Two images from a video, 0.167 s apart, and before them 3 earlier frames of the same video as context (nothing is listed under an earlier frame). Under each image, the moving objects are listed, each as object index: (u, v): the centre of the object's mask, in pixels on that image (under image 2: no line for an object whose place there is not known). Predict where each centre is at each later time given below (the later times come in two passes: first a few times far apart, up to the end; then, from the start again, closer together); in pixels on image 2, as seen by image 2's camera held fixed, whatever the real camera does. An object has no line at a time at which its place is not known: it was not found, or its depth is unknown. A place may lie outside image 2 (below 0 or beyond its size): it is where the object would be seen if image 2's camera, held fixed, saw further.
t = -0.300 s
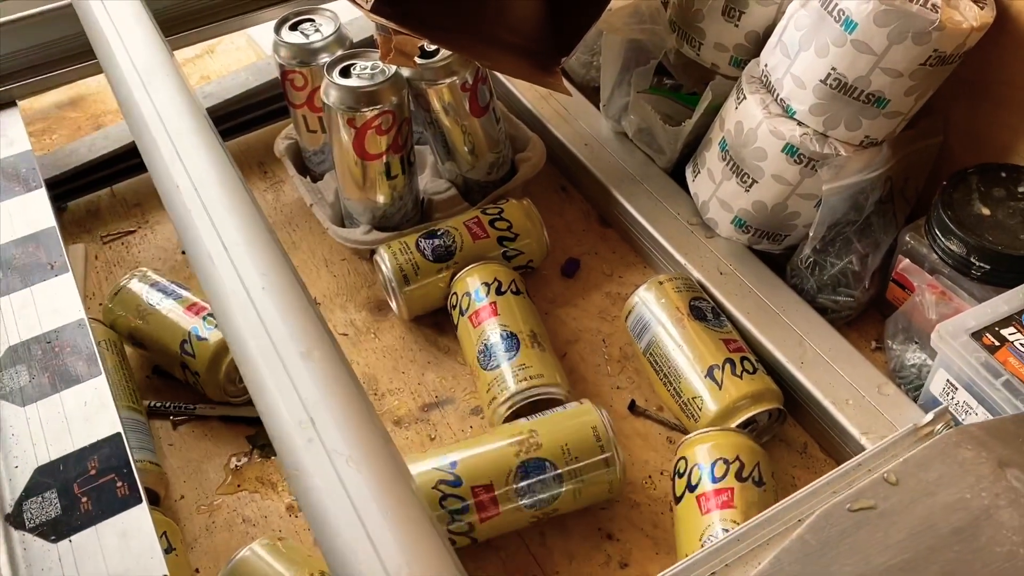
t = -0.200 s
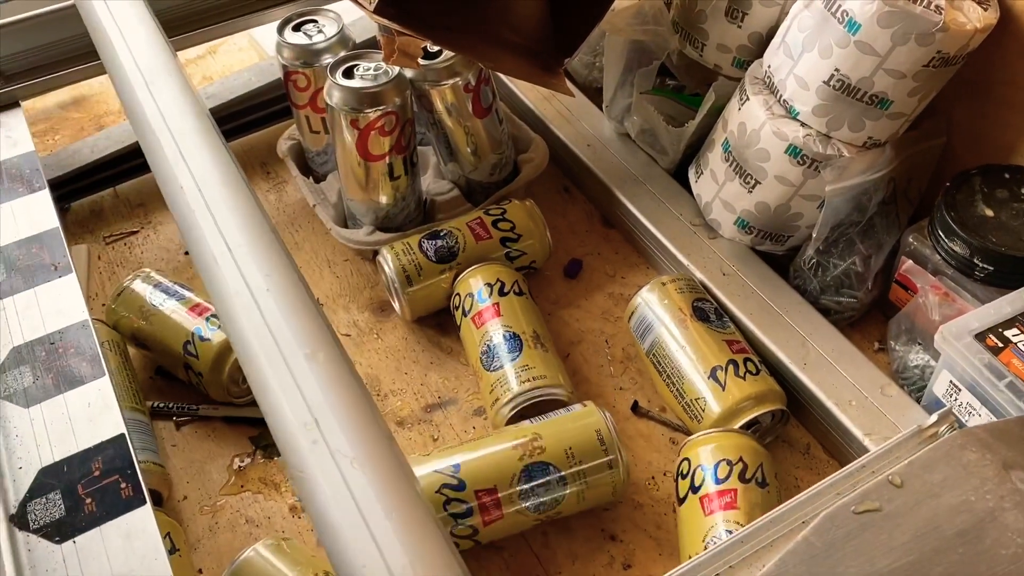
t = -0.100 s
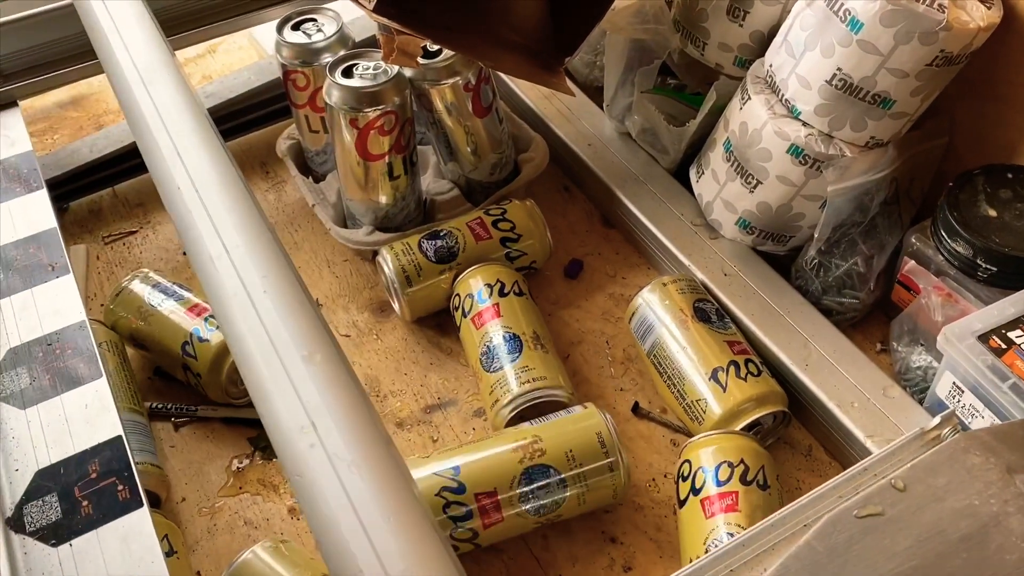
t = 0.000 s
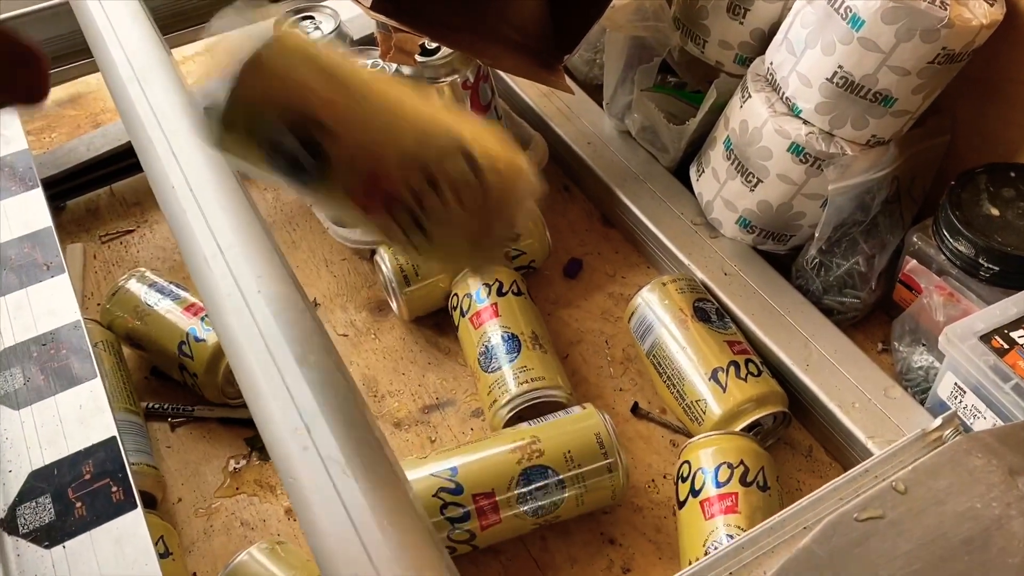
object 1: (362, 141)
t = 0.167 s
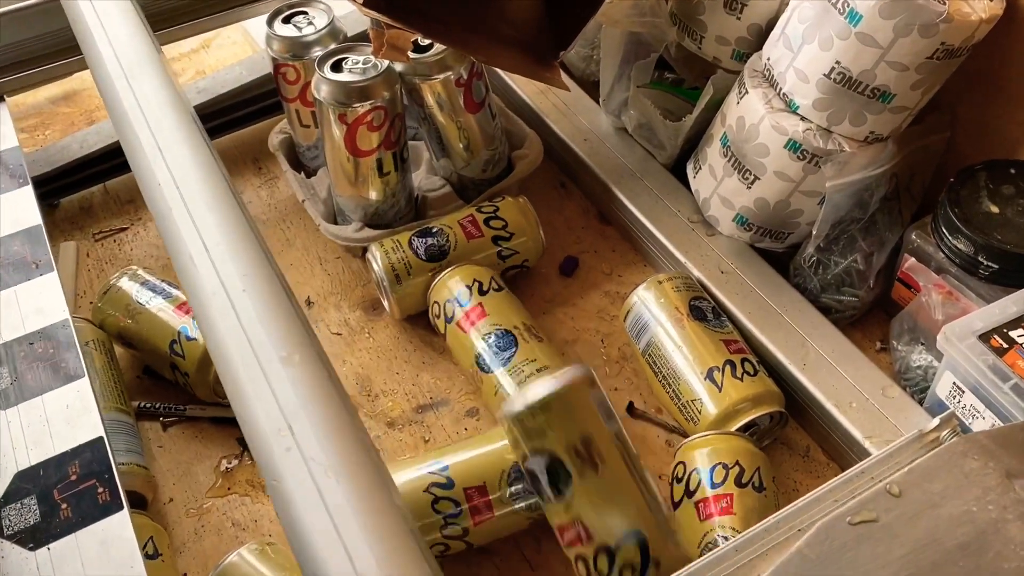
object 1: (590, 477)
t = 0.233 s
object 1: (609, 521)
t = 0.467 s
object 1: (525, 502)
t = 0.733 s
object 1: (545, 524)
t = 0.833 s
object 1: (545, 519)
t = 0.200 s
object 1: (593, 491)
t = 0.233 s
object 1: (609, 521)
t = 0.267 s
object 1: (623, 536)
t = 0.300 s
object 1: (615, 539)
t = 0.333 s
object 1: (596, 536)
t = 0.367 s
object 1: (561, 526)
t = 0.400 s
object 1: (535, 512)
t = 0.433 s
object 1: (528, 501)
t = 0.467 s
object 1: (525, 502)
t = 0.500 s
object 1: (523, 503)
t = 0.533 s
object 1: (523, 505)
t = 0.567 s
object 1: (524, 510)
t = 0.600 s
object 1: (528, 518)
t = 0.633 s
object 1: (544, 526)
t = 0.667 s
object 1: (566, 527)
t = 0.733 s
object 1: (545, 524)
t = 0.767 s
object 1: (545, 519)
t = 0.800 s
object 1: (545, 518)
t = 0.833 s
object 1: (545, 519)
